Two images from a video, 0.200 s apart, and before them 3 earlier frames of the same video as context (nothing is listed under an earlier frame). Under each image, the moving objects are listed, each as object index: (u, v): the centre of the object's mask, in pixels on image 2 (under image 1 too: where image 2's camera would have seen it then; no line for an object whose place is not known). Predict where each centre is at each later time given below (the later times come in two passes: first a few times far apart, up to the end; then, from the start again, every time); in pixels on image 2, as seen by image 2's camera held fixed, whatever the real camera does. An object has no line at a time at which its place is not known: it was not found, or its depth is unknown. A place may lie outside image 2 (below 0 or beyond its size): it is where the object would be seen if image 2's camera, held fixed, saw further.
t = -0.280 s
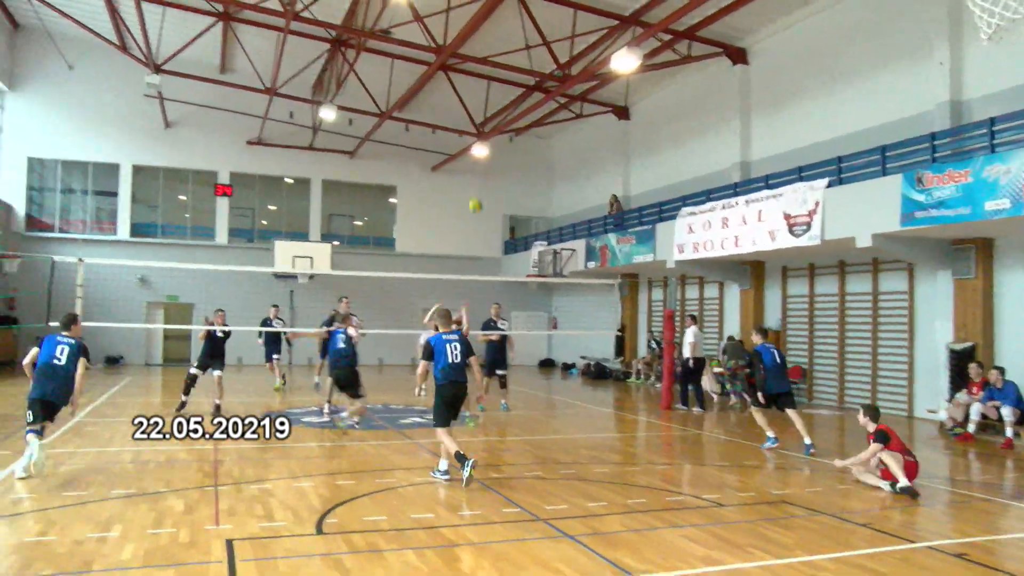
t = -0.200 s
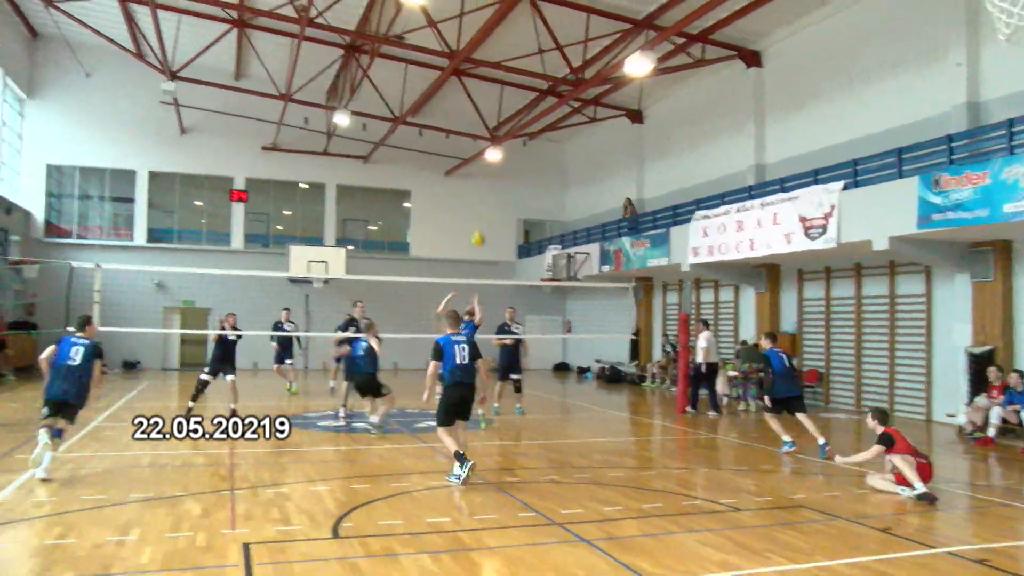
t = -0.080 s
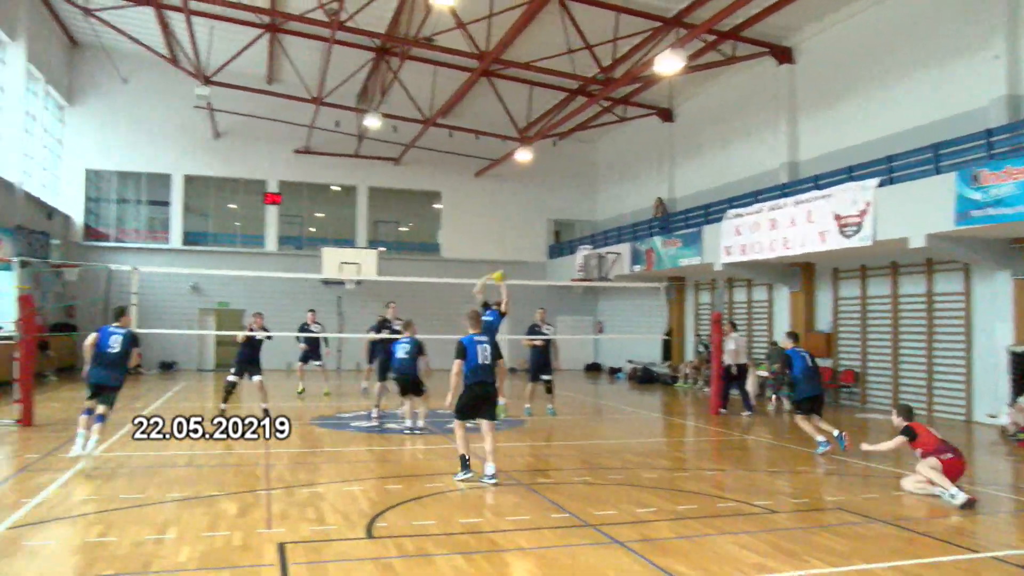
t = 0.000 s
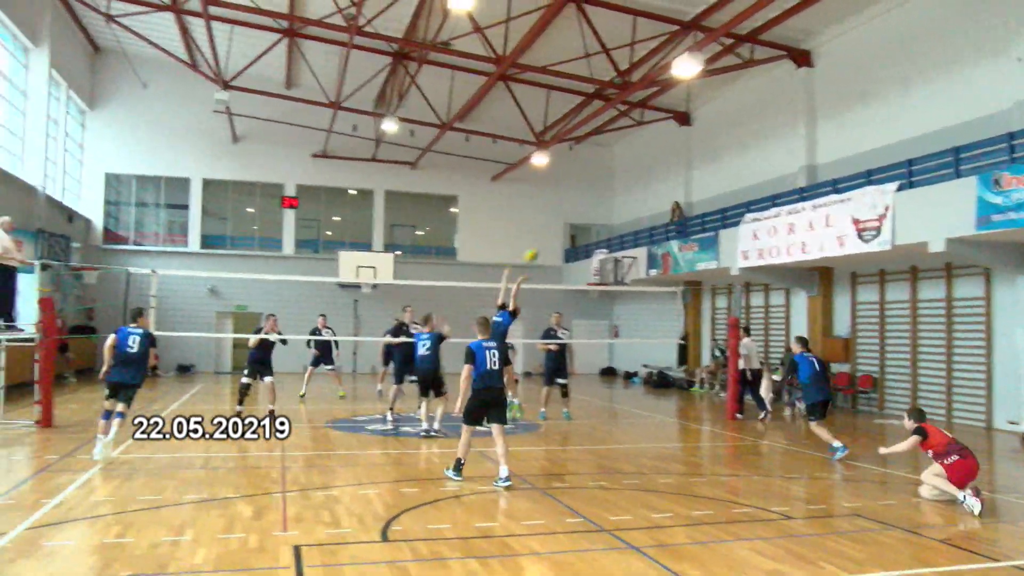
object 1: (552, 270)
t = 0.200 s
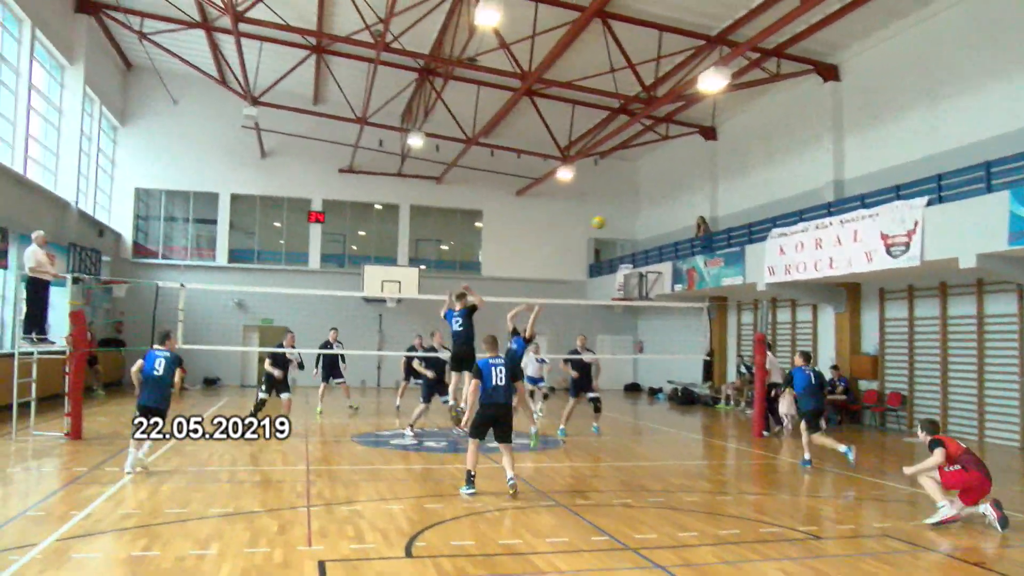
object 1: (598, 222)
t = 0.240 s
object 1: (607, 216)
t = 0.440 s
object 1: (645, 198)
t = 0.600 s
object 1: (673, 202)
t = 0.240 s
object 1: (607, 216)
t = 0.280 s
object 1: (616, 210)
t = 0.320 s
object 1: (624, 206)
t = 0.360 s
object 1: (631, 202)
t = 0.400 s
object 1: (638, 200)
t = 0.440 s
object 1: (645, 198)
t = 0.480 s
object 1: (652, 198)
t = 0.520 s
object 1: (659, 198)
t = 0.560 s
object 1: (667, 200)
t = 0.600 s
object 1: (673, 202)
